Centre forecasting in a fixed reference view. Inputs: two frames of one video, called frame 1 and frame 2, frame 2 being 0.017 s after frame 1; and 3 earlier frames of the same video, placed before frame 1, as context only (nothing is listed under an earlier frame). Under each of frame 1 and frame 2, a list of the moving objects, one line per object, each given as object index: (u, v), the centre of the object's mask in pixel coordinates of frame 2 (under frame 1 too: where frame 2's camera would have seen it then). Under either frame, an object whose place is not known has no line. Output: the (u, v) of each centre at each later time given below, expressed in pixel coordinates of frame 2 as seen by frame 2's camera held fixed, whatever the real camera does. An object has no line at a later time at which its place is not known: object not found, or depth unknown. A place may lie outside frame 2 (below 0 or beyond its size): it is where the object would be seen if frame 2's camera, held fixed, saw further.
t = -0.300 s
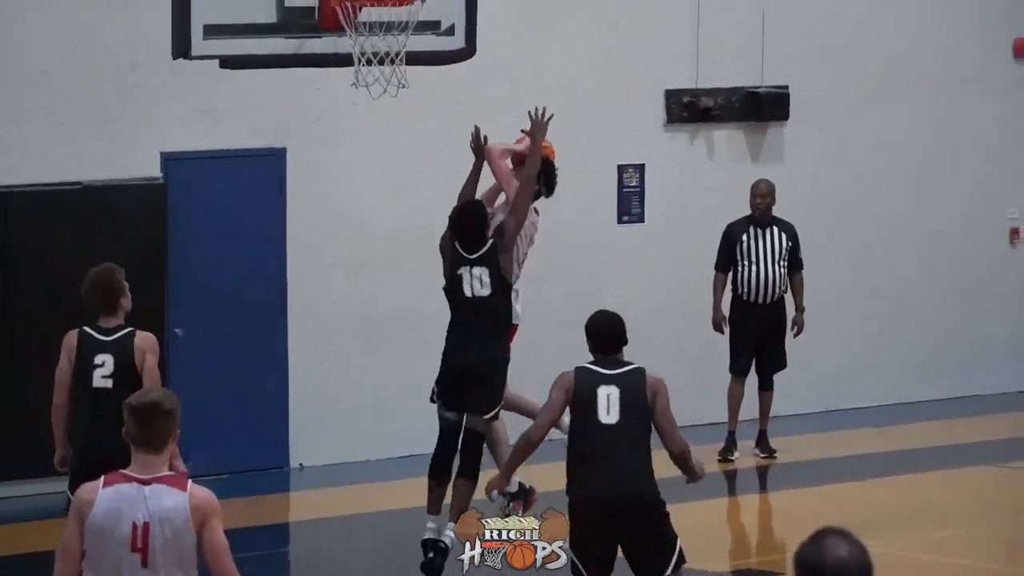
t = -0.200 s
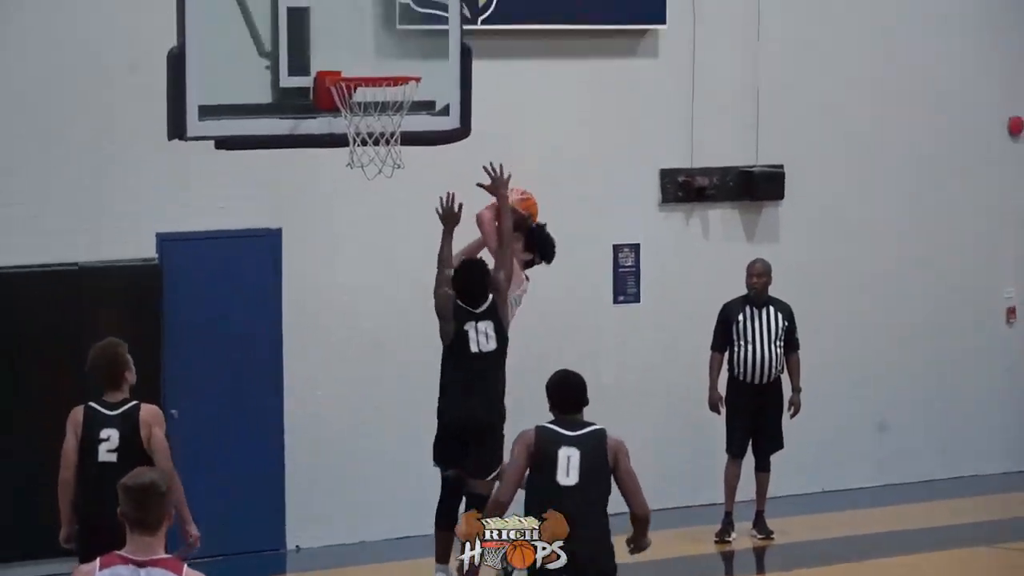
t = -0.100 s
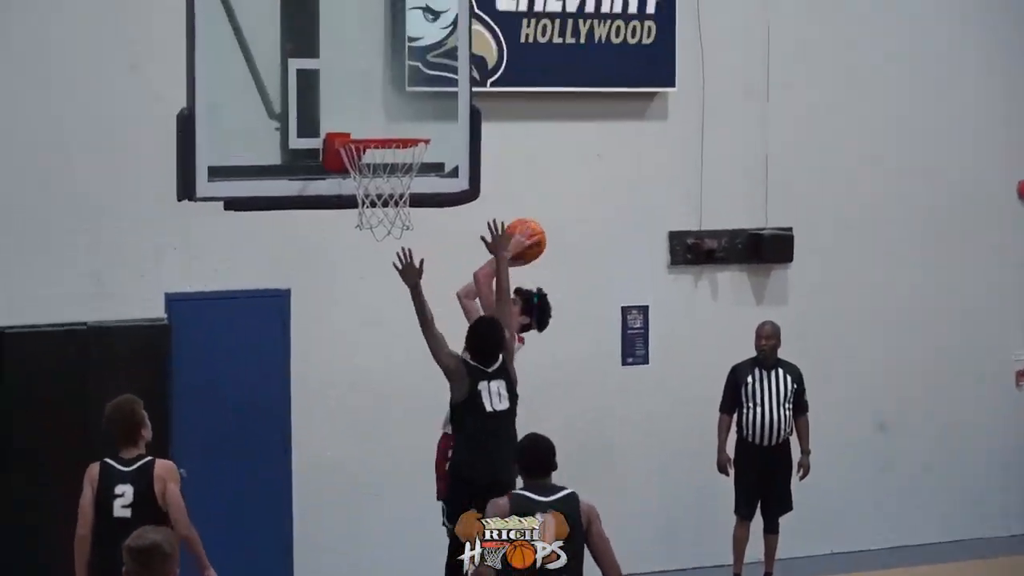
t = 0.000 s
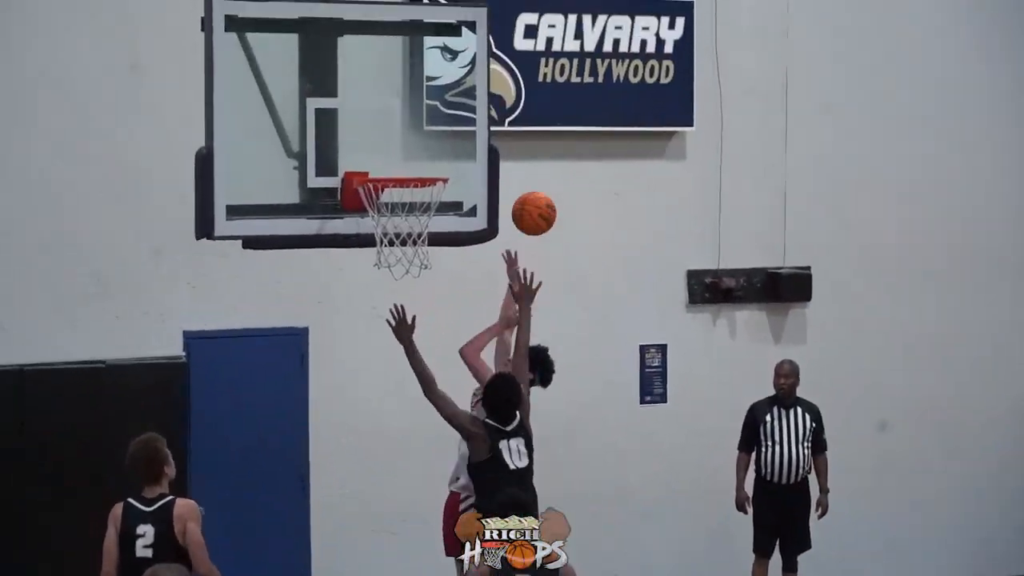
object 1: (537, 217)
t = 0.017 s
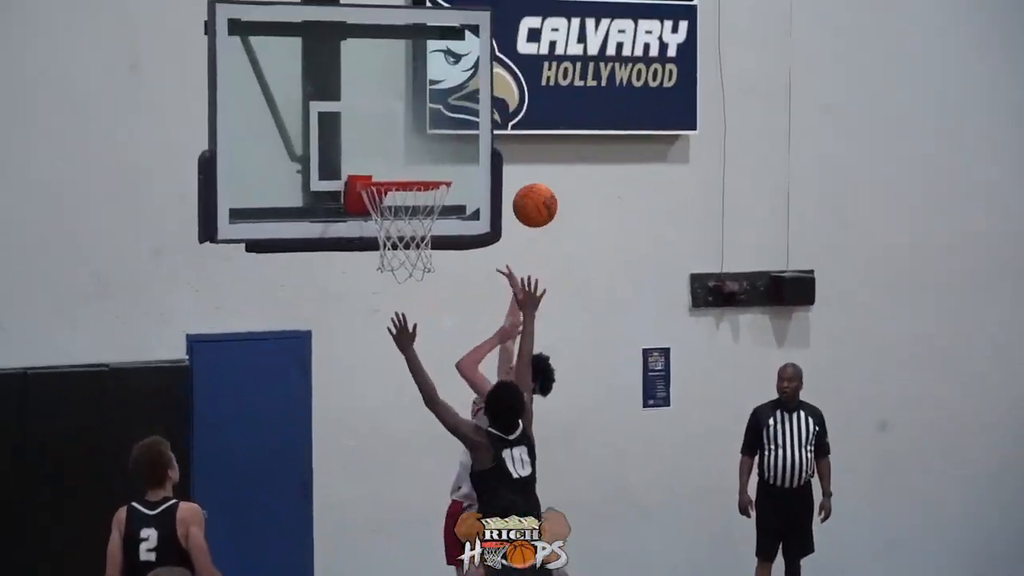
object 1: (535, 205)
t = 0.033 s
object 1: (533, 194)
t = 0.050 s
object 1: (531, 183)
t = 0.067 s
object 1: (528, 172)
